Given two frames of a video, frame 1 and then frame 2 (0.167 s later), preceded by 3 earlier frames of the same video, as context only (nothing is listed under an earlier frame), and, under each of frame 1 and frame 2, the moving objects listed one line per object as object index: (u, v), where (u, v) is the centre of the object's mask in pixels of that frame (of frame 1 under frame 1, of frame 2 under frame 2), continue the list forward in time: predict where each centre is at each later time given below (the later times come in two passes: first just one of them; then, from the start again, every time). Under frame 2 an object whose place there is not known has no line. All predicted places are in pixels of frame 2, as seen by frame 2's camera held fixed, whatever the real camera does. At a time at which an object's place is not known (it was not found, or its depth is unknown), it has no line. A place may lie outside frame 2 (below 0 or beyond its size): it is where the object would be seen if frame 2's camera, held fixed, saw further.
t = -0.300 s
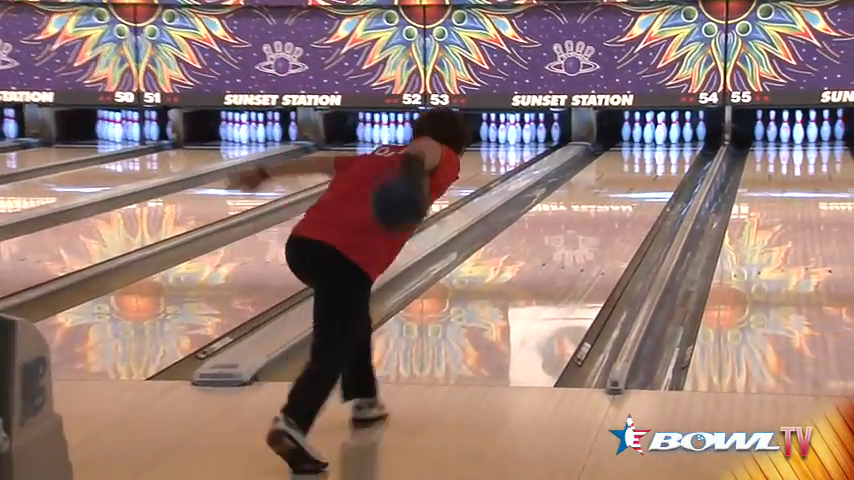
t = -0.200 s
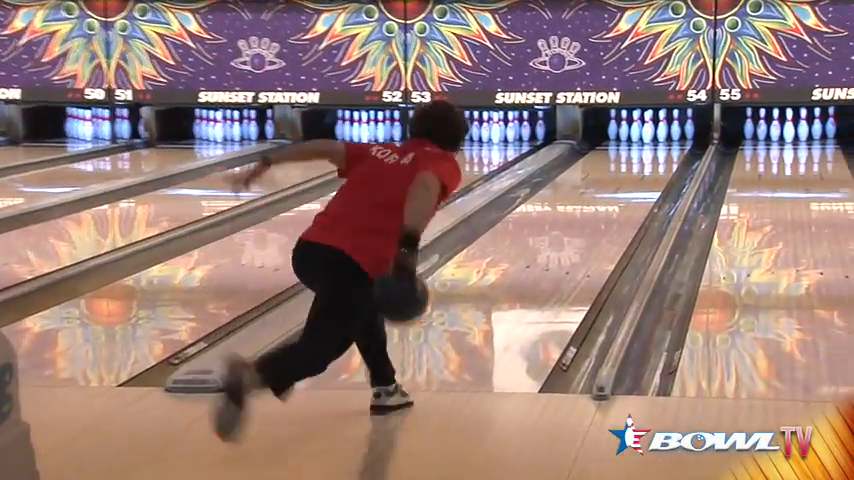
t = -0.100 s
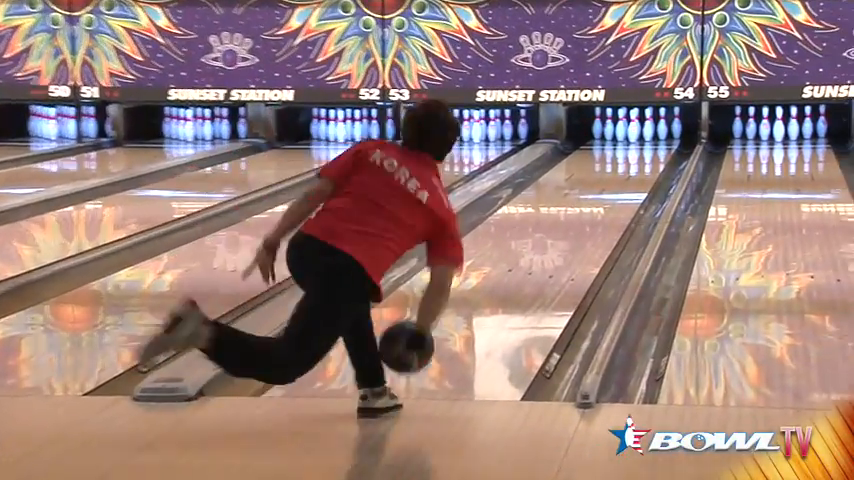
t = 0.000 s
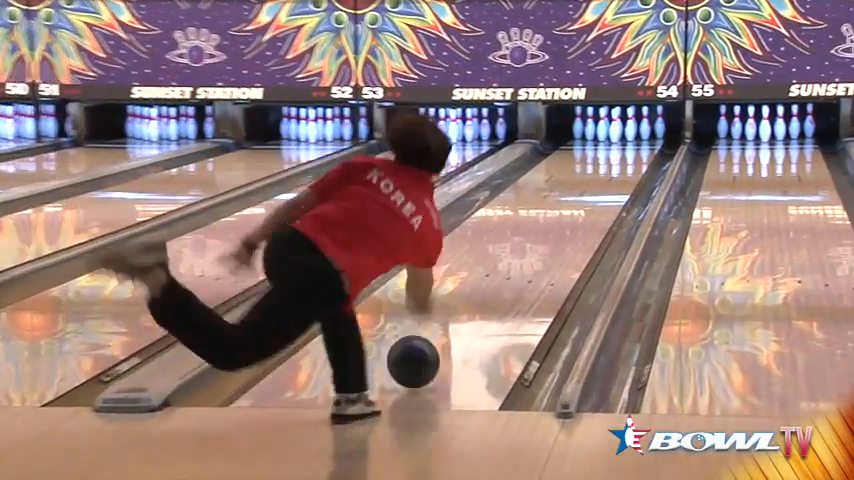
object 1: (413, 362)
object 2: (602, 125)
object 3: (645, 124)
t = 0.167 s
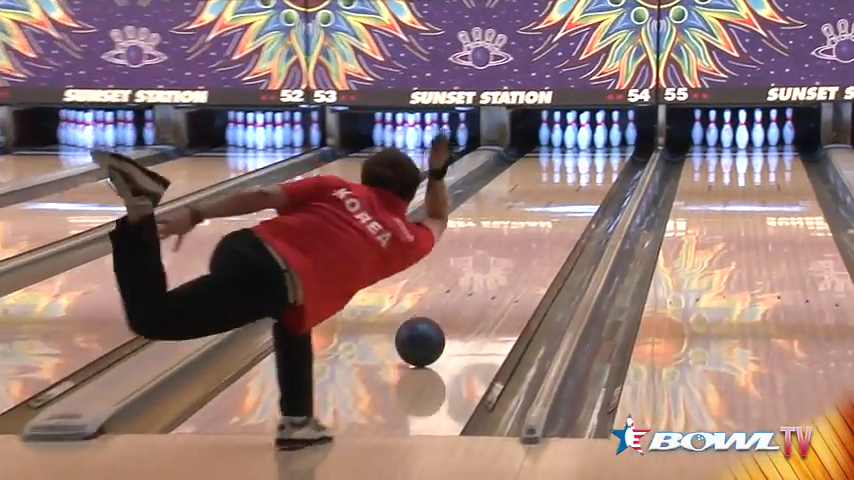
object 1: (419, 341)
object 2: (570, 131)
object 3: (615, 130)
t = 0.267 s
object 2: (568, 133)
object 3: (614, 131)
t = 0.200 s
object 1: (429, 333)
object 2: (569, 131)
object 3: (614, 131)
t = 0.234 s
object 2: (568, 132)
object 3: (614, 131)
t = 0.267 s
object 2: (568, 133)
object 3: (614, 131)
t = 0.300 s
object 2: (567, 133)
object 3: (614, 132)
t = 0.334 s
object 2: (567, 133)
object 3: (613, 132)
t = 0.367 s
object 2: (566, 133)
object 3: (613, 132)
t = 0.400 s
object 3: (612, 133)
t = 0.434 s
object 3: (612, 134)
